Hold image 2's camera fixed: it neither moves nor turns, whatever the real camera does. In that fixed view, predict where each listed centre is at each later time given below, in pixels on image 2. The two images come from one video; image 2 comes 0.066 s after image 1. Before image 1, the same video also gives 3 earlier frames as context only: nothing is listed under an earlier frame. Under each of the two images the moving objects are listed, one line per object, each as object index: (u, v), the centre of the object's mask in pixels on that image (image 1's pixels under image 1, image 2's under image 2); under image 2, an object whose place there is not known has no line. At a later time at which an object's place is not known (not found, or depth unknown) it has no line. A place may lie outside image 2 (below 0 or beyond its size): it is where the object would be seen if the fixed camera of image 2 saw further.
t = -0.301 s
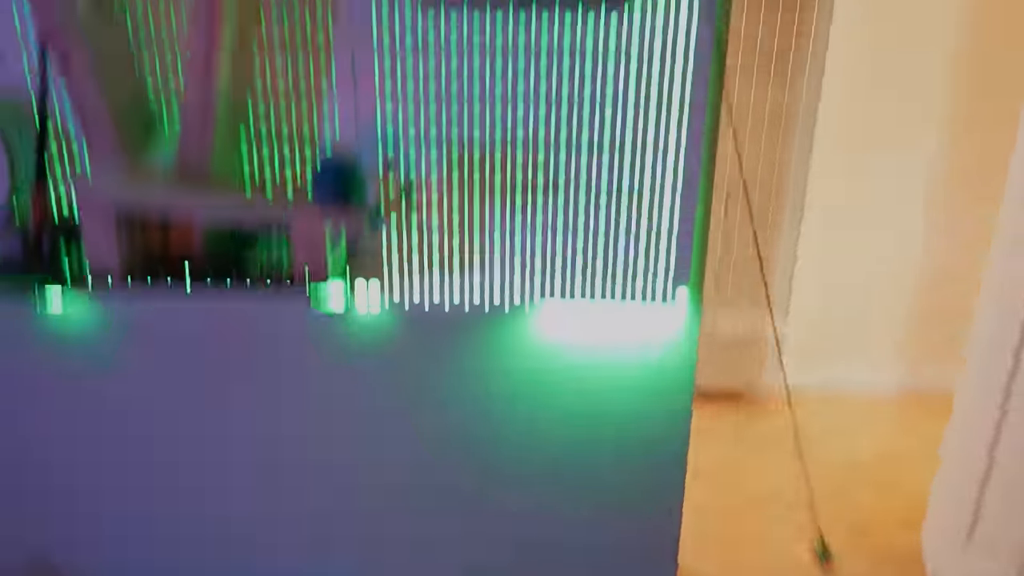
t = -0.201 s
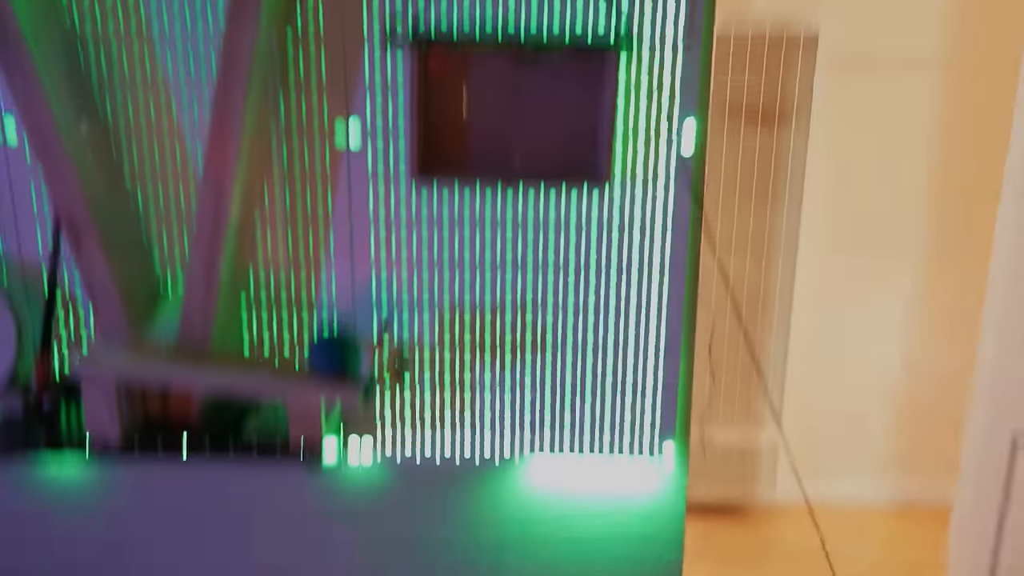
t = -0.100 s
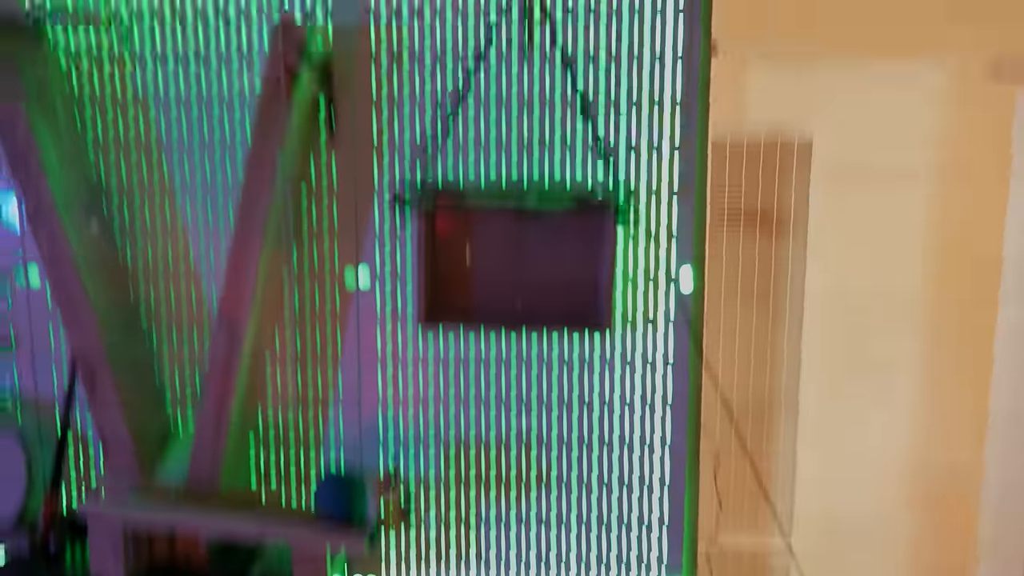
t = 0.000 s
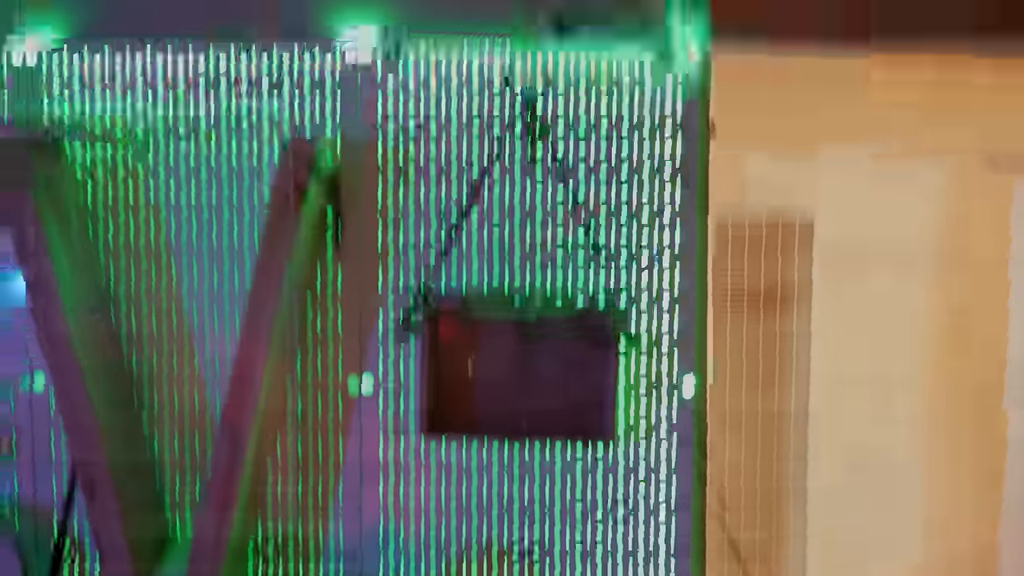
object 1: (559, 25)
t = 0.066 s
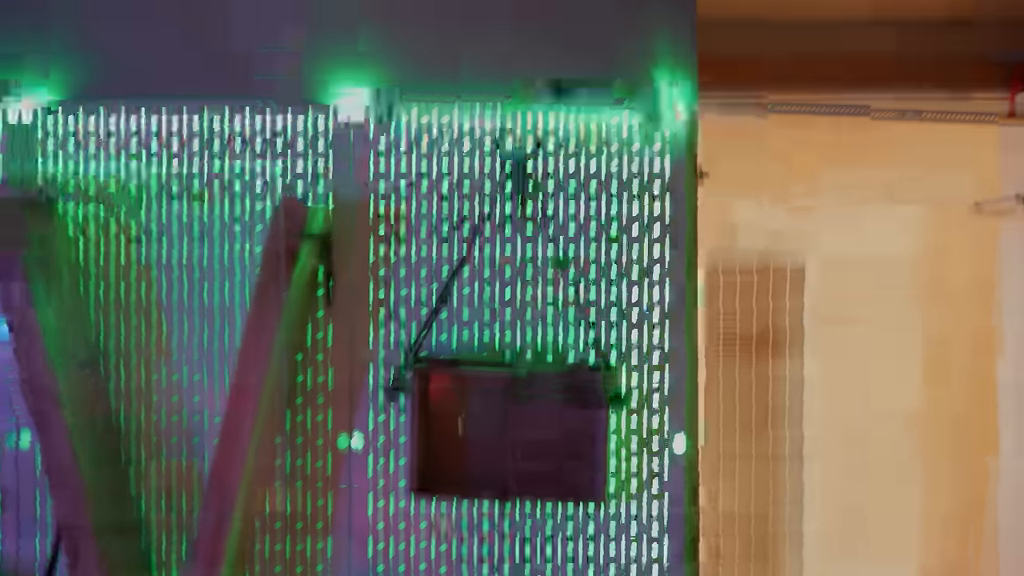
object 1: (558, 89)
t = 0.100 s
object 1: (566, 92)
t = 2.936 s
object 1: (1085, 103)
